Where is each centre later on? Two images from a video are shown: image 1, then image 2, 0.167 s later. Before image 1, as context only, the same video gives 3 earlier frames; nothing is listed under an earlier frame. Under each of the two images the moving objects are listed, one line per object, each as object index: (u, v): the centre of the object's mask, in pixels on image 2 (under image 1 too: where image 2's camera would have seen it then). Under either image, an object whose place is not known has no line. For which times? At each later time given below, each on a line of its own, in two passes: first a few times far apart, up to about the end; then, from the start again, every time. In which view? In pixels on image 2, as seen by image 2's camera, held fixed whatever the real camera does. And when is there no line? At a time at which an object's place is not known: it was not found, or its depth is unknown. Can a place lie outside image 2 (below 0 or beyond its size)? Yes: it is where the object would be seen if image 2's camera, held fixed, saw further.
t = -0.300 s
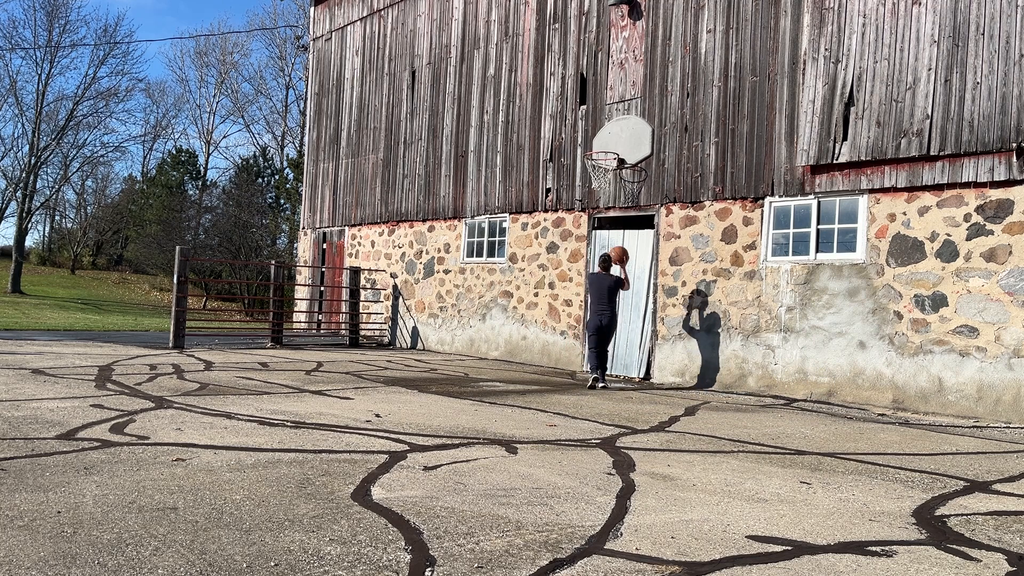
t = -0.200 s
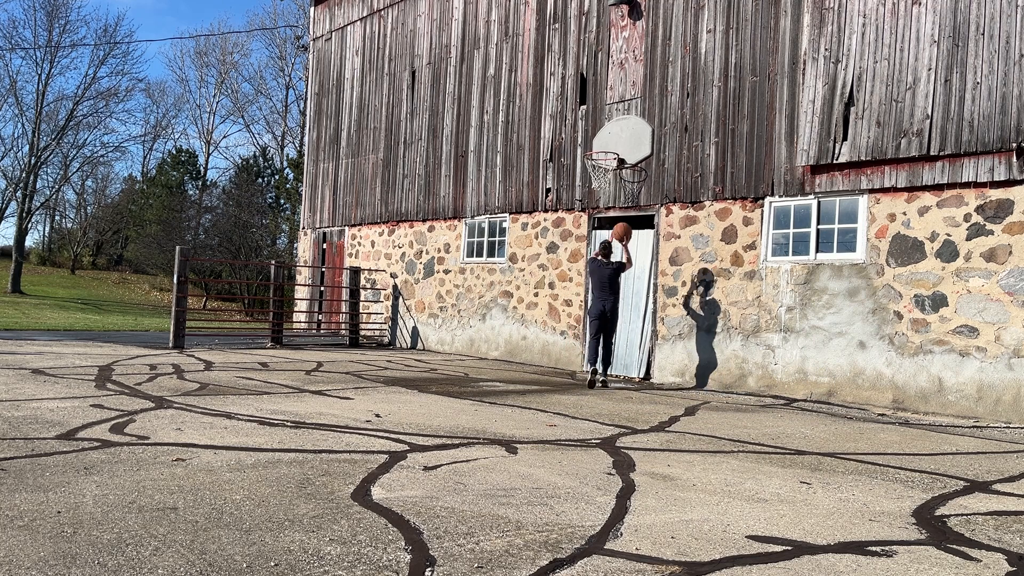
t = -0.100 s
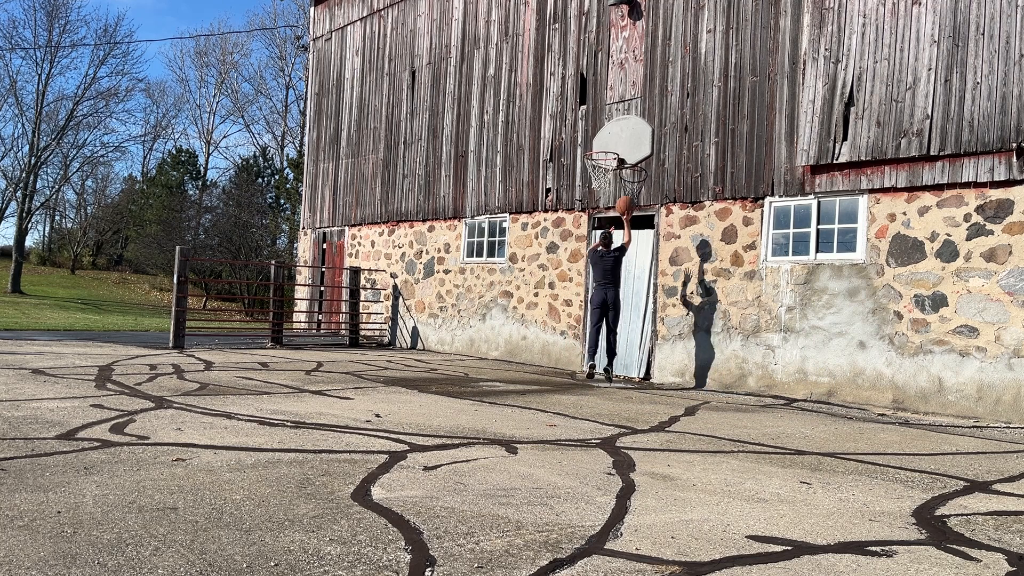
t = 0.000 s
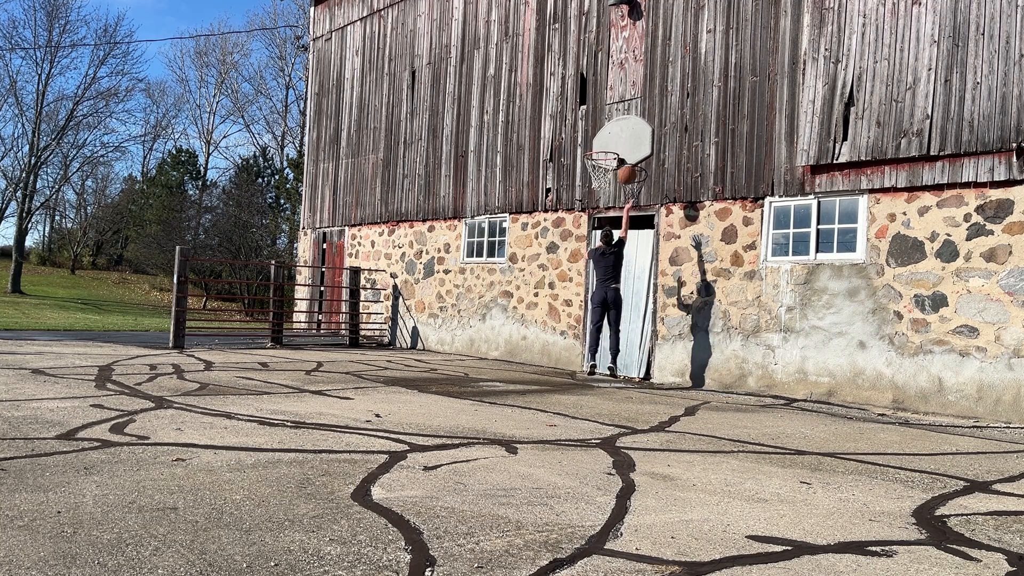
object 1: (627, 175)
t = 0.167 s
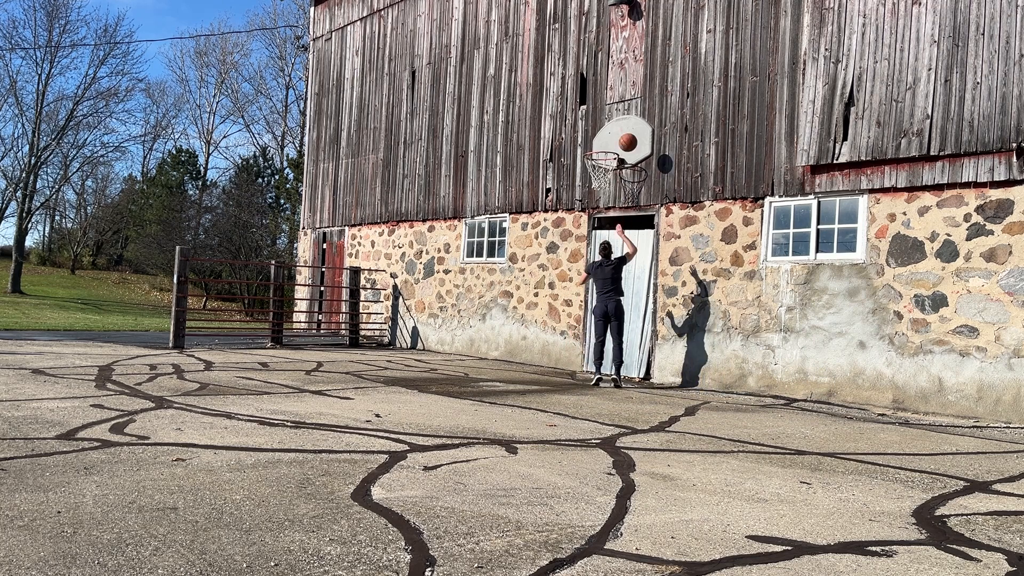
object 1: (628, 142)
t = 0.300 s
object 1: (628, 133)
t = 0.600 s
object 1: (598, 155)
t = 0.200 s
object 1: (628, 139)
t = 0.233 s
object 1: (628, 136)
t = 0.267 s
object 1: (628, 134)
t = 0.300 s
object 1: (628, 133)
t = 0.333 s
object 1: (627, 133)
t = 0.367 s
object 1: (626, 133)
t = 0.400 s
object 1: (622, 134)
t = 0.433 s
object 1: (618, 136)
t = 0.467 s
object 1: (614, 138)
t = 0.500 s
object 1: (610, 141)
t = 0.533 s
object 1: (606, 145)
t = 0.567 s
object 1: (602, 150)
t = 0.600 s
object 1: (598, 155)
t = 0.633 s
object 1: (593, 160)
